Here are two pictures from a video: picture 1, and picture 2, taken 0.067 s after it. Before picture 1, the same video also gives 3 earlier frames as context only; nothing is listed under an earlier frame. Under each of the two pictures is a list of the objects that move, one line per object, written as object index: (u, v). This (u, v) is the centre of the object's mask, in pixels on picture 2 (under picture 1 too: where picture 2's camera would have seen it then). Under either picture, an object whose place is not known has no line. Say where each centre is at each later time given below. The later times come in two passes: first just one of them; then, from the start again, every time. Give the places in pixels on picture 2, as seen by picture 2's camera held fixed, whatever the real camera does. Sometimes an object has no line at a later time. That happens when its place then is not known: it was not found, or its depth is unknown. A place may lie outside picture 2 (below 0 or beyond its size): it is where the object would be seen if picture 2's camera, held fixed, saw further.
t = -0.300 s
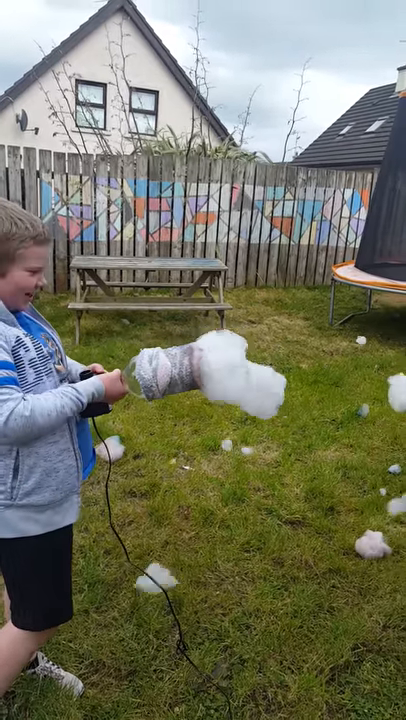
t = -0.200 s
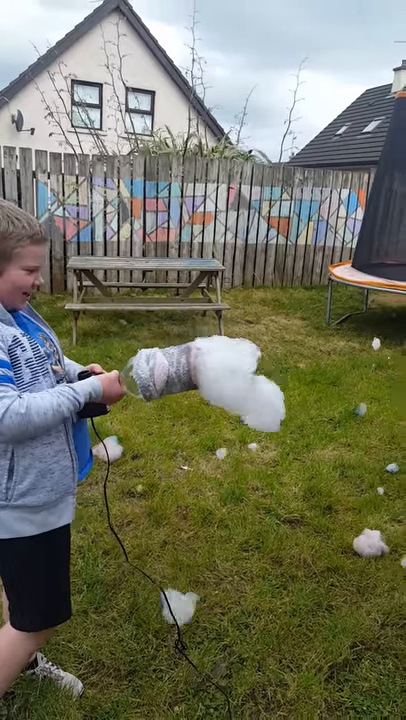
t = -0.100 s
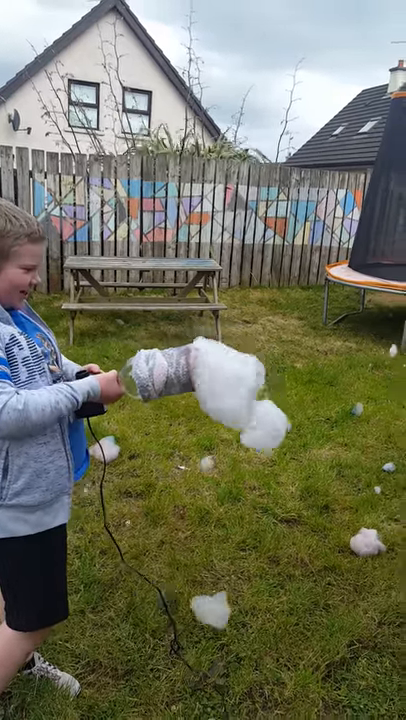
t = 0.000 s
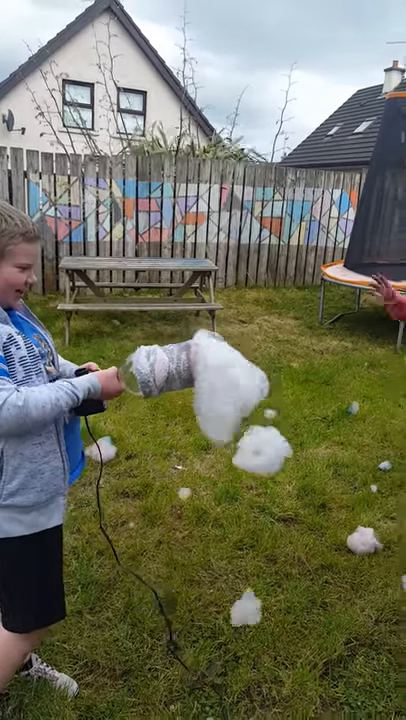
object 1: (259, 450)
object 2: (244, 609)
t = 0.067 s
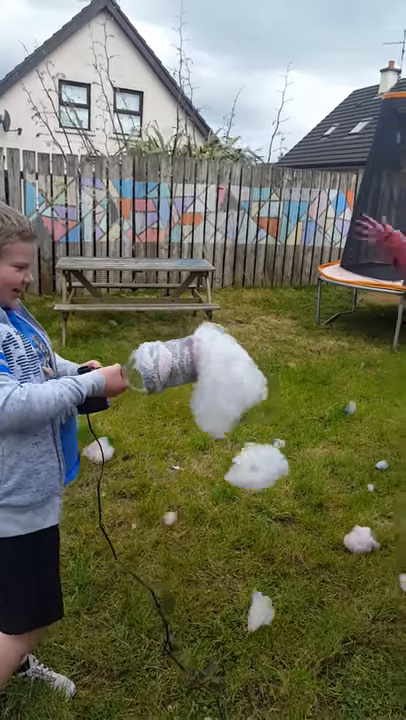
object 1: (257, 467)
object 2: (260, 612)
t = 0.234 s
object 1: (237, 512)
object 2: (266, 621)
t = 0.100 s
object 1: (256, 474)
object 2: (264, 614)
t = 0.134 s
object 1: (253, 482)
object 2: (265, 616)
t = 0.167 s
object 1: (248, 492)
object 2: (266, 618)
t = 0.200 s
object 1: (243, 502)
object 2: (265, 620)
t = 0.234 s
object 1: (237, 512)
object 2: (266, 621)
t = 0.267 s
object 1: (231, 523)
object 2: (265, 621)
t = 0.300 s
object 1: (225, 534)
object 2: (265, 621)
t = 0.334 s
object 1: (219, 546)
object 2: (264, 620)
